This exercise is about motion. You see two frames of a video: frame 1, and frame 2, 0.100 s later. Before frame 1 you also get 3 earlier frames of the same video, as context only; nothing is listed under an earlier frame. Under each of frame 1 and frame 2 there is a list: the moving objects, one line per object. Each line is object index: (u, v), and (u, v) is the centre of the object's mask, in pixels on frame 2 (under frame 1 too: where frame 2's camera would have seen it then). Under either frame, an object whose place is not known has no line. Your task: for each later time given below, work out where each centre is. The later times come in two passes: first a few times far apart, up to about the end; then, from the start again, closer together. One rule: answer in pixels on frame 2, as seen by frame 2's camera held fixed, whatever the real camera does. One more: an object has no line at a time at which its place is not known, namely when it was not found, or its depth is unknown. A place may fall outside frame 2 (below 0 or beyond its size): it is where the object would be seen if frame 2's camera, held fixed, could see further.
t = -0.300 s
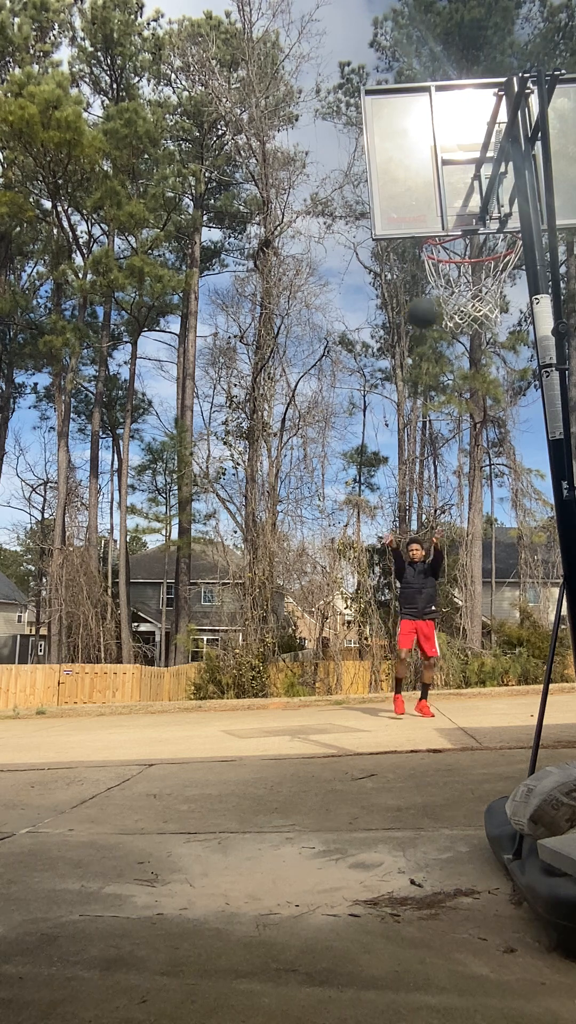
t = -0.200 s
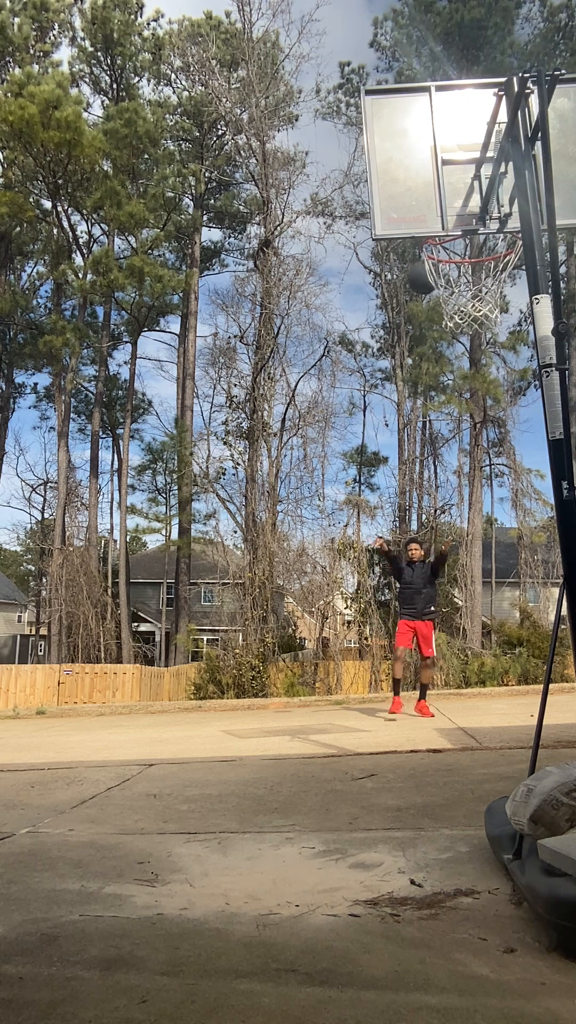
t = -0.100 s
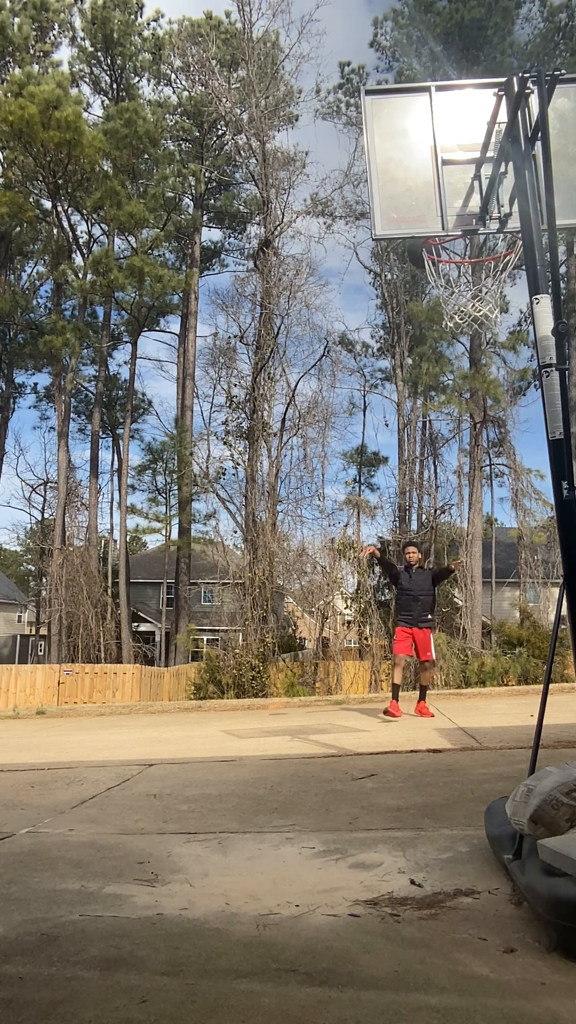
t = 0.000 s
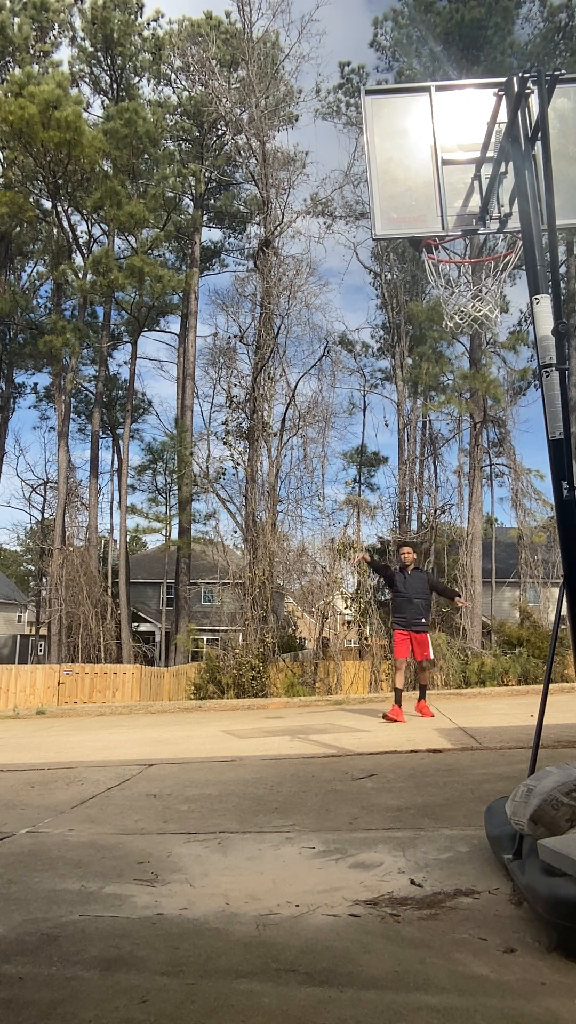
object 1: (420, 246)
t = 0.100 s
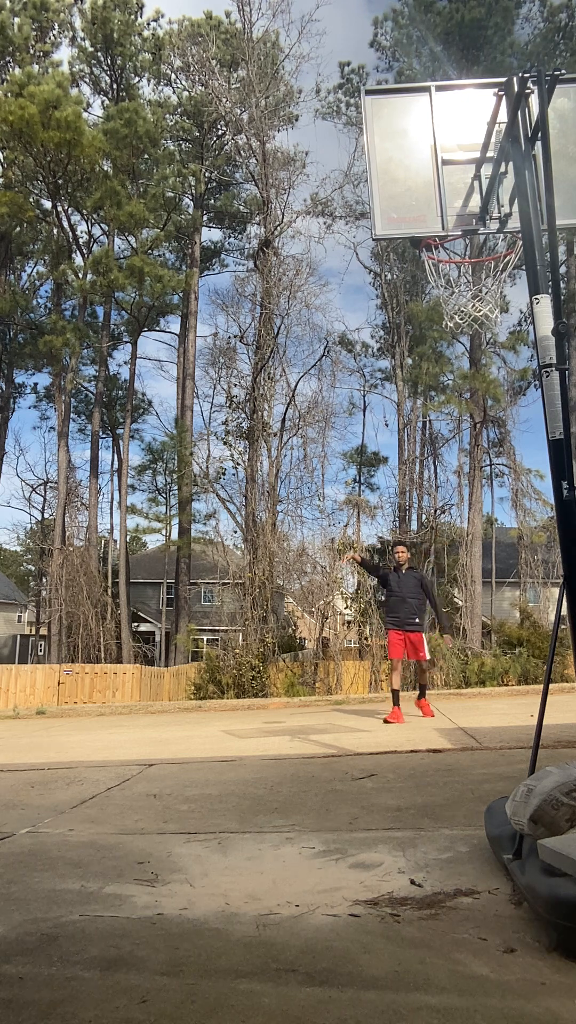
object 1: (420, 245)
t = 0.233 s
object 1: (418, 246)
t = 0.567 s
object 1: (352, 205)
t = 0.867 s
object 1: (305, 373)
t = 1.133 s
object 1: (258, 651)
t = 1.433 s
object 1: (172, 558)
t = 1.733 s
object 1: (78, 410)
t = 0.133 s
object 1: (420, 245)
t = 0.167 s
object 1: (427, 246)
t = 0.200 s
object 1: (413, 247)
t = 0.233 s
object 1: (418, 246)
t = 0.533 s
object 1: (355, 196)
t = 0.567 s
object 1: (352, 205)
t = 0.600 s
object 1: (350, 216)
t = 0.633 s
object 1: (346, 228)
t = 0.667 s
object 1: (341, 244)
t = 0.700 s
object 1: (335, 260)
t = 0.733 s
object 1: (329, 279)
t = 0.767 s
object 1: (323, 300)
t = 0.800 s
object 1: (317, 323)
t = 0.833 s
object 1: (311, 347)
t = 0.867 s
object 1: (305, 373)
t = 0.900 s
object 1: (299, 402)
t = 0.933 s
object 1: (293, 432)
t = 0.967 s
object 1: (288, 464)
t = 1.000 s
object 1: (281, 497)
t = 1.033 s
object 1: (276, 533)
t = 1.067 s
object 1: (270, 570)
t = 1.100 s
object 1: (264, 610)
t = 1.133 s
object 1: (258, 651)
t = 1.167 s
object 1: (252, 695)
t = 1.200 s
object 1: (246, 740)
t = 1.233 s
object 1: (238, 762)
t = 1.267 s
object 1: (227, 721)
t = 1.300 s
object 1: (215, 683)
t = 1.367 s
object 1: (193, 614)
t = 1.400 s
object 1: (182, 585)
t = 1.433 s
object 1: (172, 558)
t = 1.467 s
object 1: (161, 533)
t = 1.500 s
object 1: (150, 510)
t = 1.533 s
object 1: (140, 490)
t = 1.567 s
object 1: (130, 471)
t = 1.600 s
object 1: (119, 455)
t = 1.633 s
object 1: (109, 440)
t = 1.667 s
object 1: (99, 428)
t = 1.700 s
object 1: (89, 418)
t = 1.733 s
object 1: (78, 410)
